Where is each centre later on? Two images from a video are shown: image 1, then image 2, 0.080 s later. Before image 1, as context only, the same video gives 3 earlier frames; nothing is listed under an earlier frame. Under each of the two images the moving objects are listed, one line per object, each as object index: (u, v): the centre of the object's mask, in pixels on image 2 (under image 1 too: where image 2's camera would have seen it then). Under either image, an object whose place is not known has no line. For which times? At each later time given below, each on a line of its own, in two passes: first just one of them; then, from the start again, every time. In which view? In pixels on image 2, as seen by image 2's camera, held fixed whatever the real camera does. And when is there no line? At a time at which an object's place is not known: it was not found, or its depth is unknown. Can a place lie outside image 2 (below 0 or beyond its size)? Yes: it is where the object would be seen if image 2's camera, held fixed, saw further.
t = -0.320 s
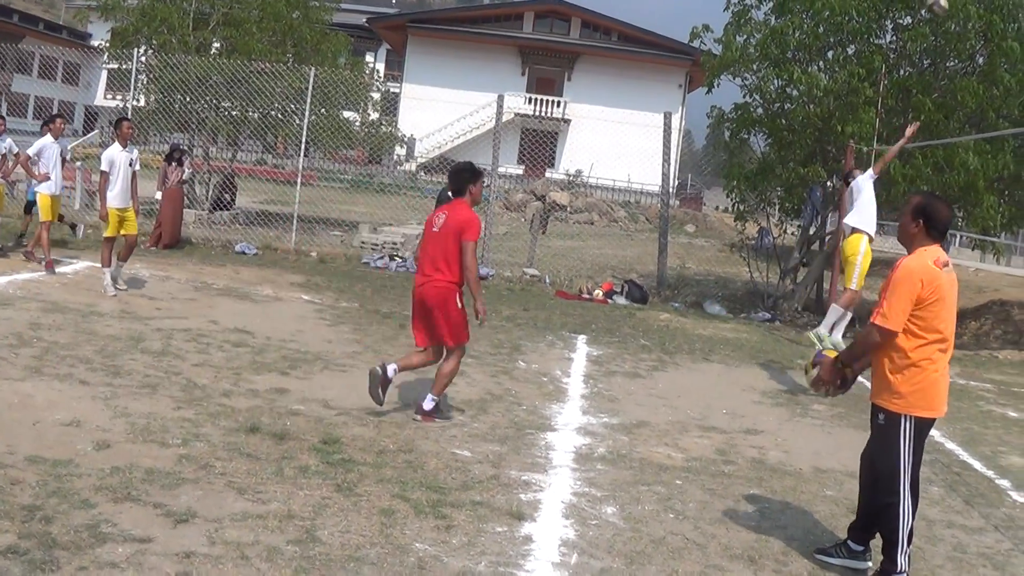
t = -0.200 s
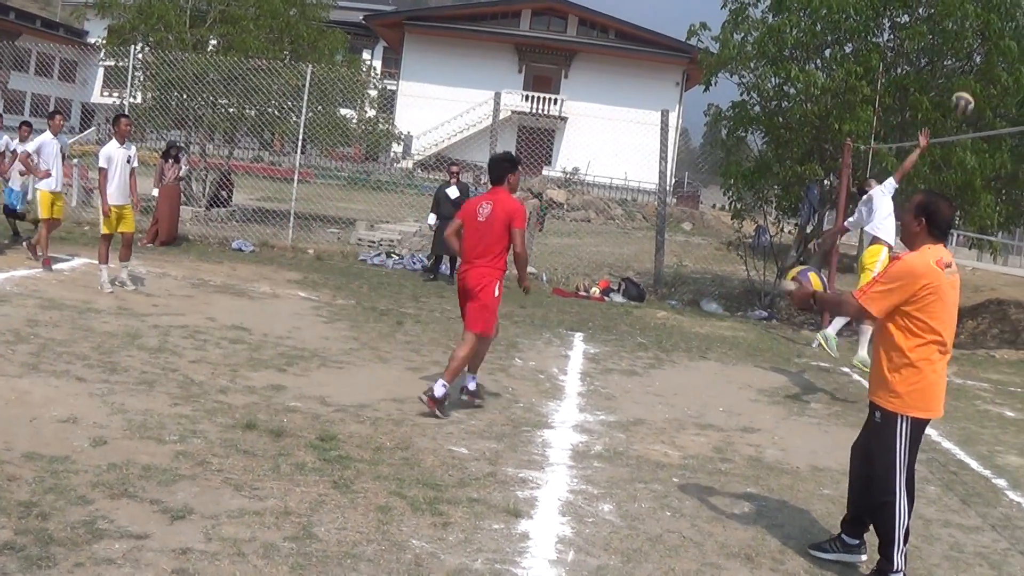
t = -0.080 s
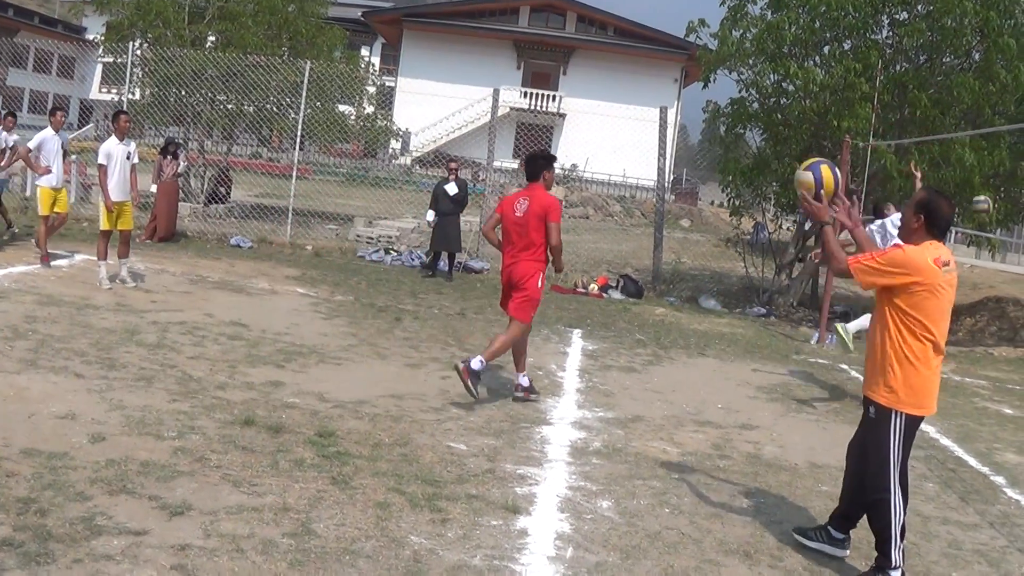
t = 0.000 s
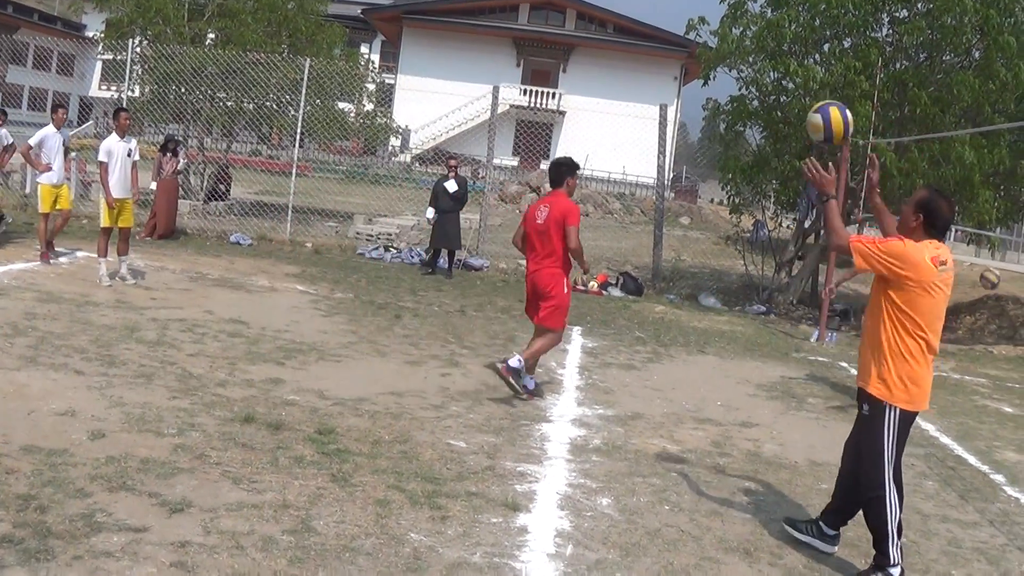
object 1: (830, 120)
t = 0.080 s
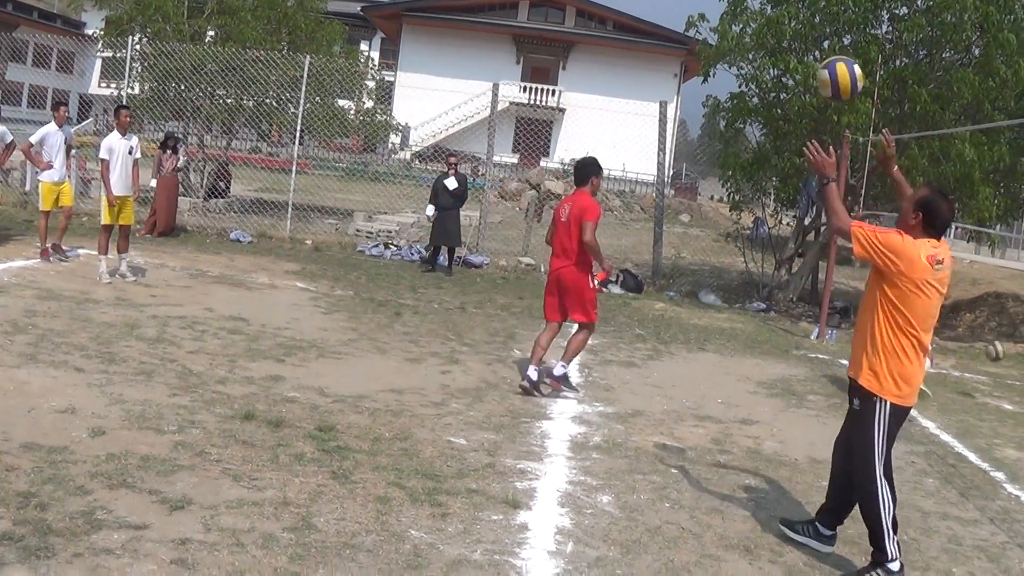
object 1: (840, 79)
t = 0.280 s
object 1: (857, 37)
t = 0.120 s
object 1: (844, 64)
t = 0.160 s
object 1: (847, 52)
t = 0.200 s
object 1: (851, 44)
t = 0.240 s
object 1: (853, 39)
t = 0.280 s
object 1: (857, 37)
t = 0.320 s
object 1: (858, 39)
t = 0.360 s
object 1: (860, 43)
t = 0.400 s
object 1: (862, 52)
